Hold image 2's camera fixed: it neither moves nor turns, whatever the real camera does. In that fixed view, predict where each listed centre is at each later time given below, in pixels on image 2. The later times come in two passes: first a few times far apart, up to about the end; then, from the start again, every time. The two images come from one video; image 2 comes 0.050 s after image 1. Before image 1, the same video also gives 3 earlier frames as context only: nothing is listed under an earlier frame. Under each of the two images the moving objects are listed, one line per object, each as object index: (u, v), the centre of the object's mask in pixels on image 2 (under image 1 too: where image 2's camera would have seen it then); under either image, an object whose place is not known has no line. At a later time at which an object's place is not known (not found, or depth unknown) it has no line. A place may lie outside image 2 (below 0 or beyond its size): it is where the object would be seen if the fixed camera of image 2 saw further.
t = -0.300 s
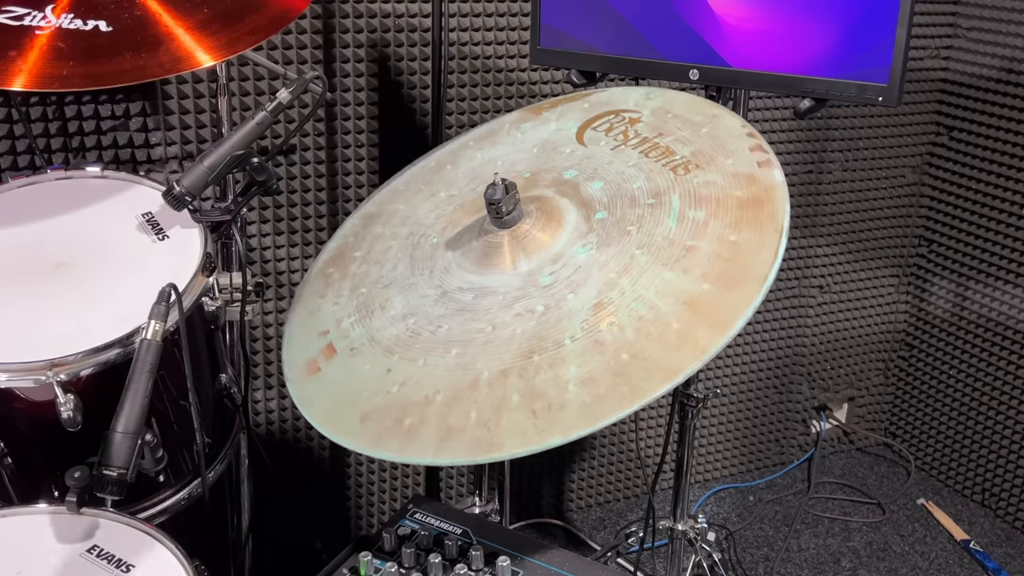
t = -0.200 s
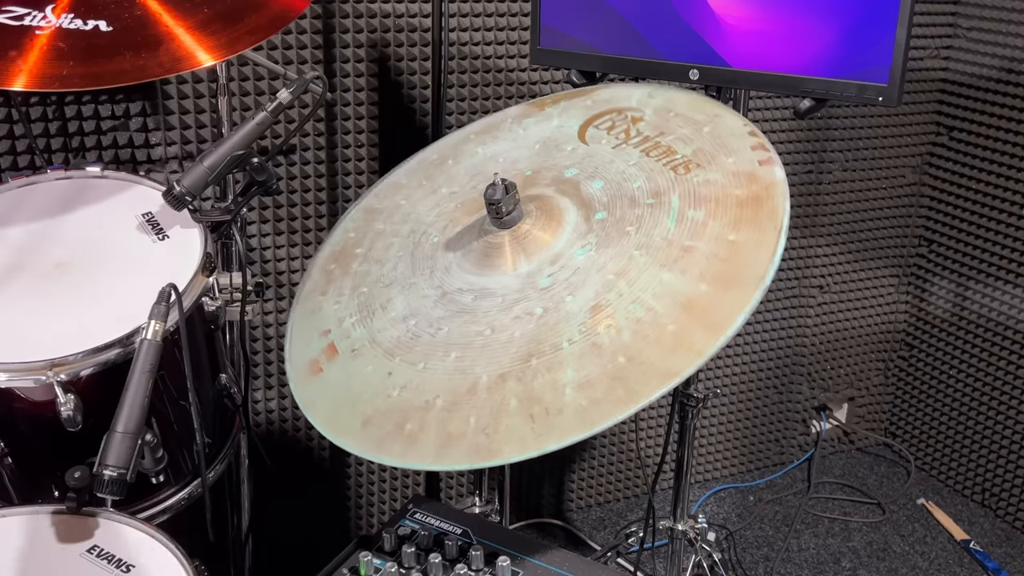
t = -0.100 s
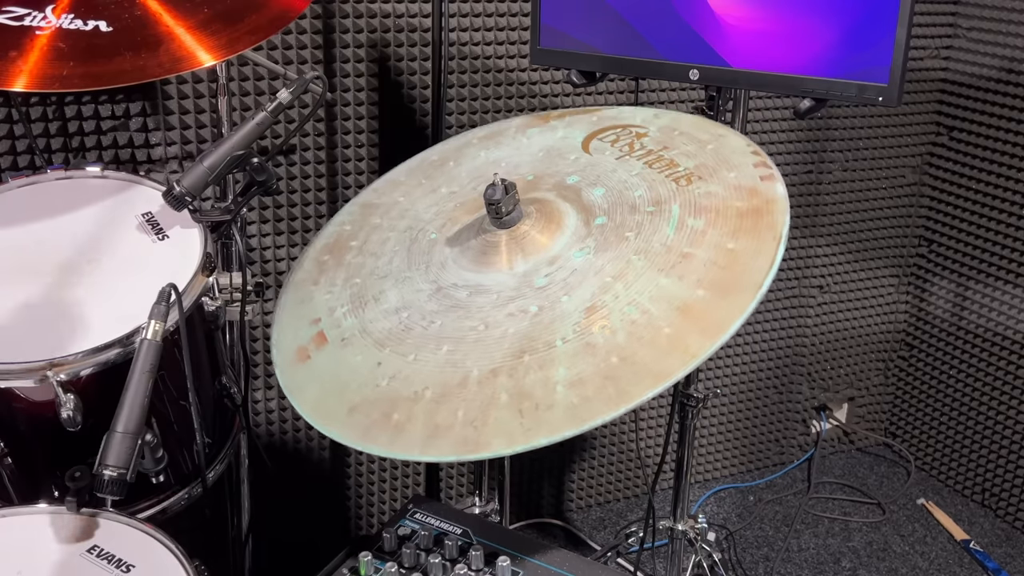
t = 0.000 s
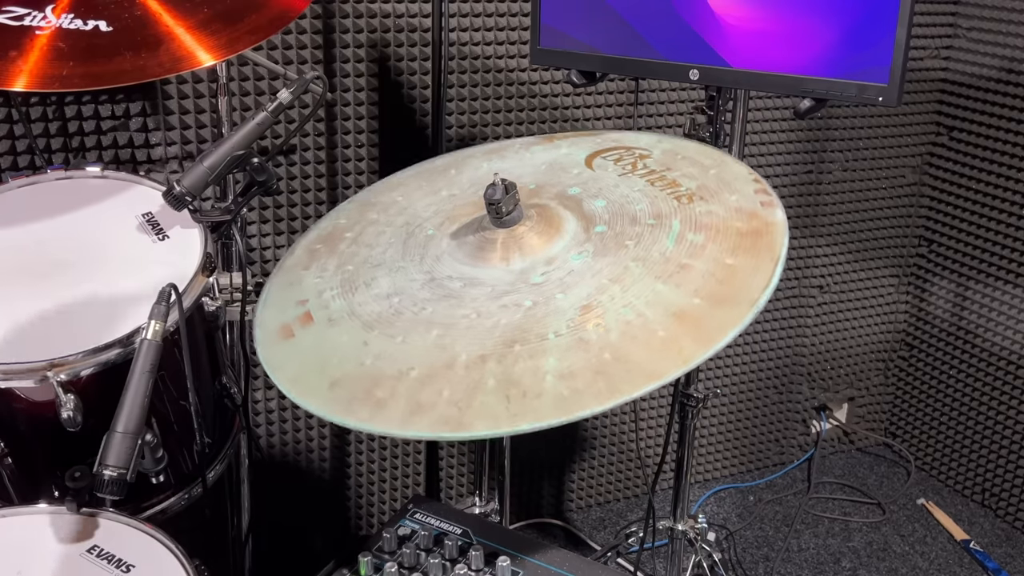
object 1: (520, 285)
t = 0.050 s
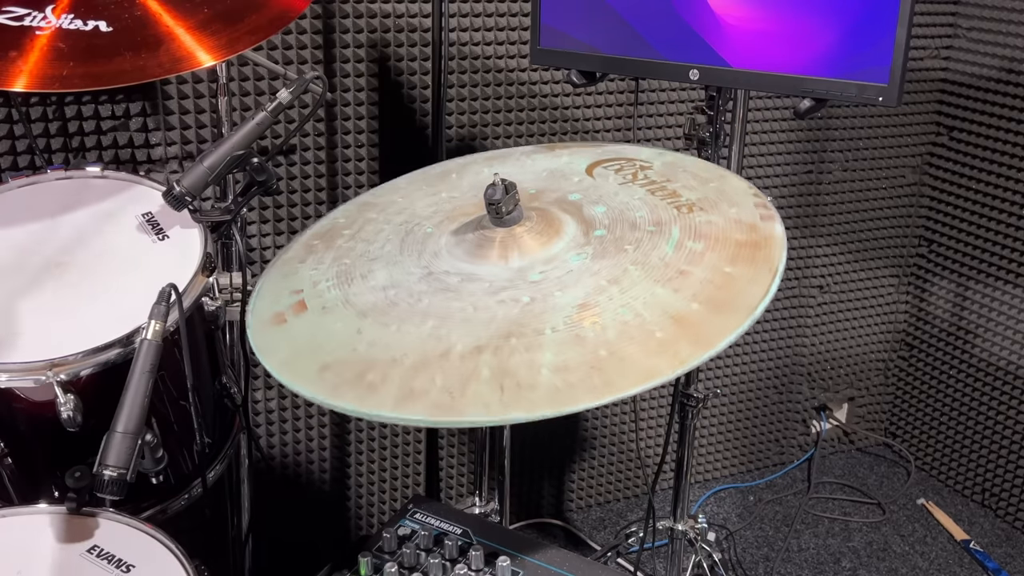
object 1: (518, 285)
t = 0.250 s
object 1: (506, 282)
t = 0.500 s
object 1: (511, 284)
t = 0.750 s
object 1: (523, 284)
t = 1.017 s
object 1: (520, 285)
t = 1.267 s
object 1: (512, 283)
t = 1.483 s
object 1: (511, 283)
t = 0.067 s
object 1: (517, 284)
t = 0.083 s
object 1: (512, 286)
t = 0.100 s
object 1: (516, 284)
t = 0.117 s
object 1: (511, 284)
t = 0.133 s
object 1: (509, 284)
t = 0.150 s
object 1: (514, 283)
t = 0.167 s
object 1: (506, 283)
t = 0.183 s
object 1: (510, 284)
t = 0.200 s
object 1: (510, 282)
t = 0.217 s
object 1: (502, 284)
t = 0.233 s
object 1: (510, 283)
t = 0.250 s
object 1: (506, 282)
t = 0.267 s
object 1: (501, 283)
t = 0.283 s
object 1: (509, 281)
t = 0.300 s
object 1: (502, 282)
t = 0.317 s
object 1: (504, 282)
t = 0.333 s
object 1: (509, 281)
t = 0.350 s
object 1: (501, 283)
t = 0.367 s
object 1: (507, 282)
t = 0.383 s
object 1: (507, 282)
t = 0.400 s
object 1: (502, 283)
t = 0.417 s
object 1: (511, 282)
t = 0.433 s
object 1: (505, 284)
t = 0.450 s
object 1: (507, 283)
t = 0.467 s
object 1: (514, 283)
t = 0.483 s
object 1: (507, 285)
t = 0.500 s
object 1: (511, 284)
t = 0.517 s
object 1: (514, 283)
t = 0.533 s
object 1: (509, 284)
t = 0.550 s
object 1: (516, 282)
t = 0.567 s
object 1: (514, 284)
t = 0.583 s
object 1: (513, 284)
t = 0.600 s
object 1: (519, 283)
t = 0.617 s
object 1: (516, 285)
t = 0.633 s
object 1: (519, 284)
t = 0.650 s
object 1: (521, 284)
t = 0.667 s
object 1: (518, 285)
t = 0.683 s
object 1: (522, 283)
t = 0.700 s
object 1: (522, 284)
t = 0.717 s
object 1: (520, 284)
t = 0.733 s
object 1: (526, 283)
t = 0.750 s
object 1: (523, 284)
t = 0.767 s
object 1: (523, 284)
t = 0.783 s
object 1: (526, 283)
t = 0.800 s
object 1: (523, 284)
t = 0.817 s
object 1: (524, 283)
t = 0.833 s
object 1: (525, 283)
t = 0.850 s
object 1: (522, 284)
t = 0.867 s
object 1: (526, 282)
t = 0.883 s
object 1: (524, 284)
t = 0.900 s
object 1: (522, 284)
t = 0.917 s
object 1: (525, 283)
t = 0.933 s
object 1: (521, 284)
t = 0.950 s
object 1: (521, 284)
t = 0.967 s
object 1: (523, 284)
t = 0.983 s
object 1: (518, 285)
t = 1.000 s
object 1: (521, 283)
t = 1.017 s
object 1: (520, 285)
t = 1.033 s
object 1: (517, 285)
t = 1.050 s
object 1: (520, 284)
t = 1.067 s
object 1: (516, 285)
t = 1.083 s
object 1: (516, 285)
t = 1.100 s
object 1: (518, 284)
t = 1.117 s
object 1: (513, 285)
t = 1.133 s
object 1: (515, 284)
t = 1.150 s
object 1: (515, 285)
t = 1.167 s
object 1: (512, 285)
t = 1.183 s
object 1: (516, 284)
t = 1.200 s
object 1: (513, 284)
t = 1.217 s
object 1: (511, 284)
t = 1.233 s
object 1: (515, 284)
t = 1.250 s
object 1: (510, 285)
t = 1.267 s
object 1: (512, 283)
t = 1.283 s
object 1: (512, 284)
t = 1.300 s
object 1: (510, 284)
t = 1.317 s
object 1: (514, 283)
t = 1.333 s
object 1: (512, 284)
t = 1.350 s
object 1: (509, 284)
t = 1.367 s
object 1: (514, 283)
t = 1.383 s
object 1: (509, 284)
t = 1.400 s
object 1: (511, 282)
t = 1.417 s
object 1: (514, 283)
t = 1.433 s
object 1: (509, 283)
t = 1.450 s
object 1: (513, 282)
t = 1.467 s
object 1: (513, 285)
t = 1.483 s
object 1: (511, 283)
